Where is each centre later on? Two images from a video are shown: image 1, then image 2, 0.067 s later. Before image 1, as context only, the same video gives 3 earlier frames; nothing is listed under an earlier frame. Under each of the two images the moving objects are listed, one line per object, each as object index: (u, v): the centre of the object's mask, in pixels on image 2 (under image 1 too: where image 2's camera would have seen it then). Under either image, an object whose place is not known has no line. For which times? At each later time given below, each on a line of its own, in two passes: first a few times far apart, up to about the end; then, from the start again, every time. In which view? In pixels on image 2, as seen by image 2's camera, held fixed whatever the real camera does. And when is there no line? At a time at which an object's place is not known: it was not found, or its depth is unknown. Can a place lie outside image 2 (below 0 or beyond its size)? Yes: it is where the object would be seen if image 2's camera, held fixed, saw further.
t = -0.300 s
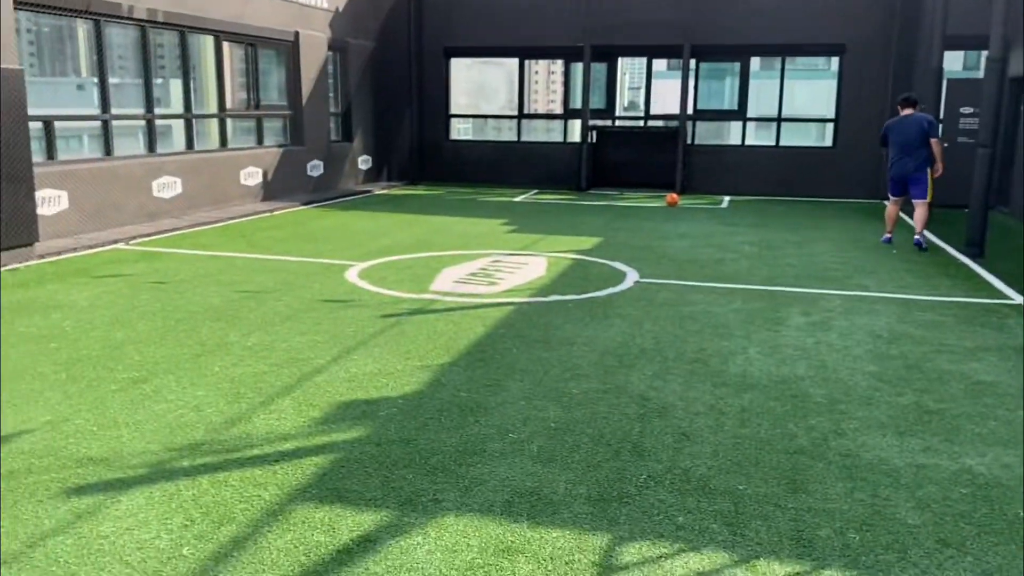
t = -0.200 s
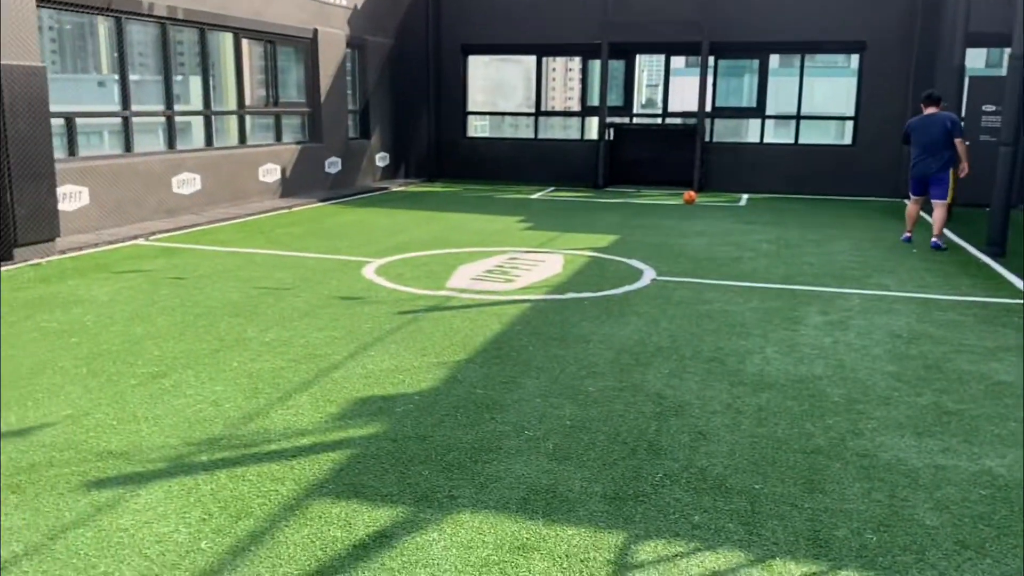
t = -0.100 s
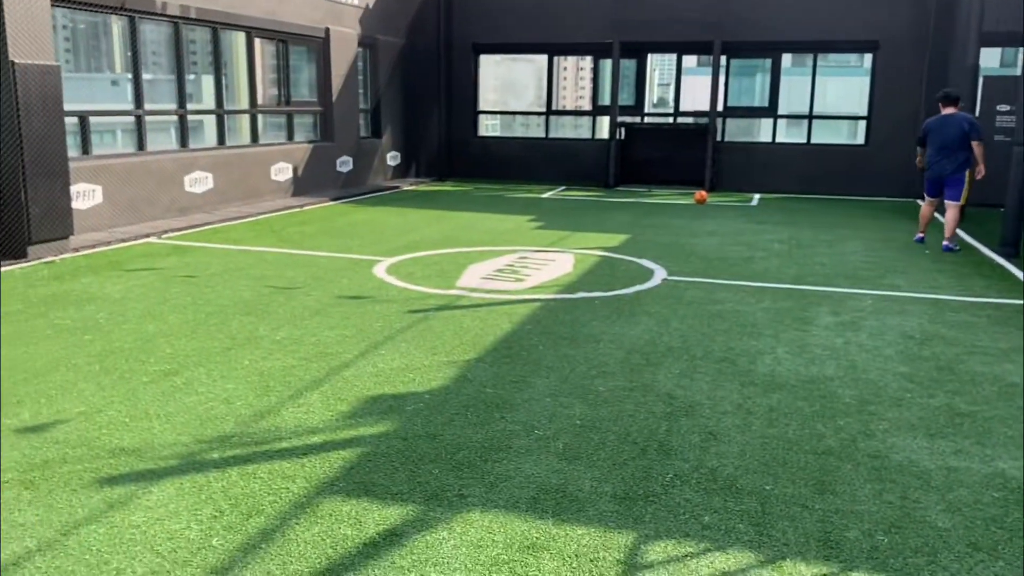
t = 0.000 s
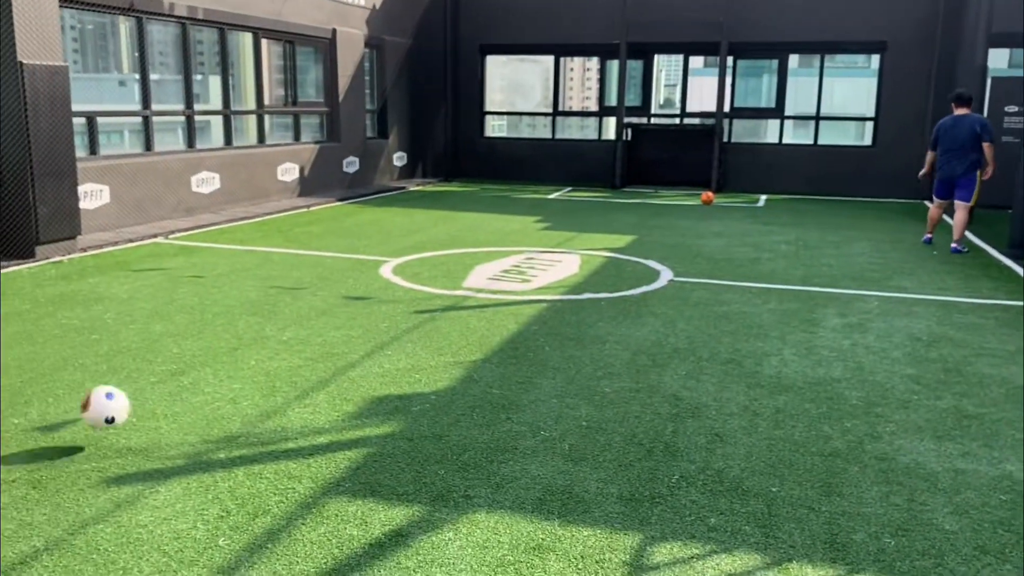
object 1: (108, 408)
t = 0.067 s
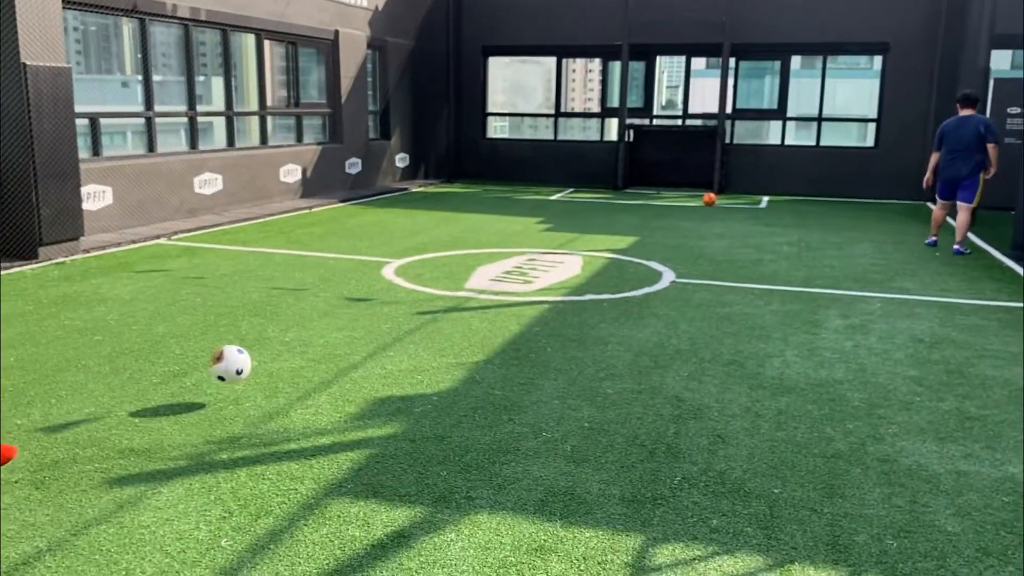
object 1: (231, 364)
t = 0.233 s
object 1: (426, 316)
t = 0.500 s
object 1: (570, 266)
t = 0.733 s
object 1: (637, 241)
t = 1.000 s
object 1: (684, 225)
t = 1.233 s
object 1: (714, 213)
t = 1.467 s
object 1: (737, 205)
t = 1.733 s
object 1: (757, 196)
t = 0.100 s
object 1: (282, 349)
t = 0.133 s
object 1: (326, 337)
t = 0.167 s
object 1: (364, 329)
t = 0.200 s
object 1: (398, 324)
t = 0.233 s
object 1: (426, 316)
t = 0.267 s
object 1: (450, 305)
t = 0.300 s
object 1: (472, 294)
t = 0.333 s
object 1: (492, 288)
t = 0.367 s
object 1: (510, 281)
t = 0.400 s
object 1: (527, 278)
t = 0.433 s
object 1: (543, 276)
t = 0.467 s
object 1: (557, 270)
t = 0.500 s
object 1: (570, 266)
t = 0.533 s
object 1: (583, 262)
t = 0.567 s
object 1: (592, 258)
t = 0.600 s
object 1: (604, 253)
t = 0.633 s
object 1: (614, 251)
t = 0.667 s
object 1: (621, 247)
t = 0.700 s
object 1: (630, 243)
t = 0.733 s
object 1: (637, 241)
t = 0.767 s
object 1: (644, 240)
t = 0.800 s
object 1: (651, 236)
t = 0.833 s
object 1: (657, 234)
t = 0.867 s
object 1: (663, 232)
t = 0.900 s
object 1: (668, 231)
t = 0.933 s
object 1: (674, 228)
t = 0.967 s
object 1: (679, 226)
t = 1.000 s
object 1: (684, 225)
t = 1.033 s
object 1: (688, 223)
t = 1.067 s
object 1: (693, 221)
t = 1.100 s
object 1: (697, 219)
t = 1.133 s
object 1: (702, 219)
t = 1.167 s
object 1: (706, 217)
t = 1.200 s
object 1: (708, 215)
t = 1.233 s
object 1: (714, 213)
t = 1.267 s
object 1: (717, 212)
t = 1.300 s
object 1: (720, 212)
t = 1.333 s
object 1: (724, 210)
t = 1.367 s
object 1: (727, 209)
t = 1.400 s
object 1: (730, 207)
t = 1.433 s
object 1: (734, 206)
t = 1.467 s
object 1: (737, 205)
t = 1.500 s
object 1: (739, 204)
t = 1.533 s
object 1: (743, 202)
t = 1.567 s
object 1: (746, 202)
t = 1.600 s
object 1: (747, 200)
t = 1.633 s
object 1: (751, 198)
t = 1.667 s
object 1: (754, 198)
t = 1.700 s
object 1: (755, 198)
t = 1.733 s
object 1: (757, 196)
